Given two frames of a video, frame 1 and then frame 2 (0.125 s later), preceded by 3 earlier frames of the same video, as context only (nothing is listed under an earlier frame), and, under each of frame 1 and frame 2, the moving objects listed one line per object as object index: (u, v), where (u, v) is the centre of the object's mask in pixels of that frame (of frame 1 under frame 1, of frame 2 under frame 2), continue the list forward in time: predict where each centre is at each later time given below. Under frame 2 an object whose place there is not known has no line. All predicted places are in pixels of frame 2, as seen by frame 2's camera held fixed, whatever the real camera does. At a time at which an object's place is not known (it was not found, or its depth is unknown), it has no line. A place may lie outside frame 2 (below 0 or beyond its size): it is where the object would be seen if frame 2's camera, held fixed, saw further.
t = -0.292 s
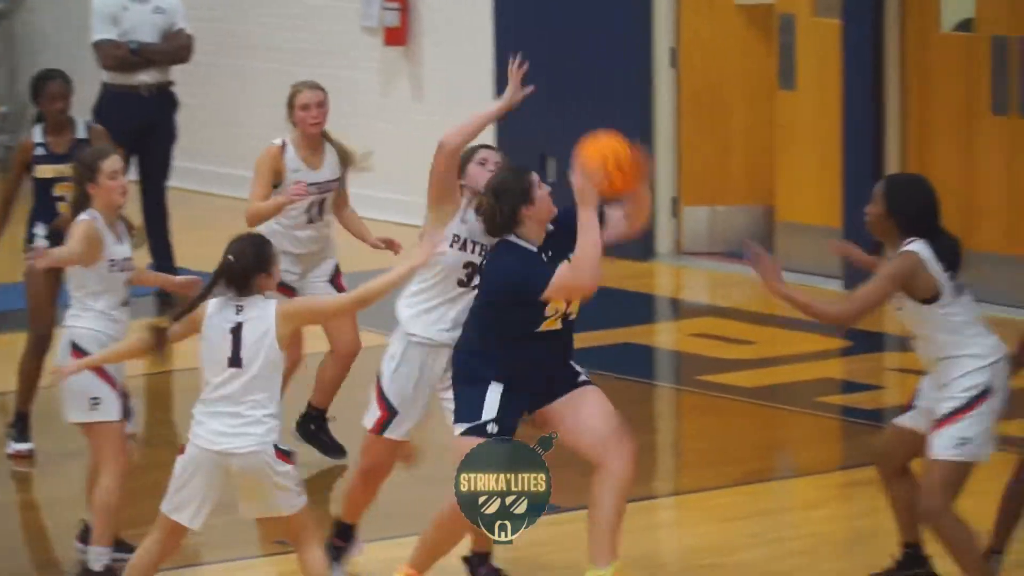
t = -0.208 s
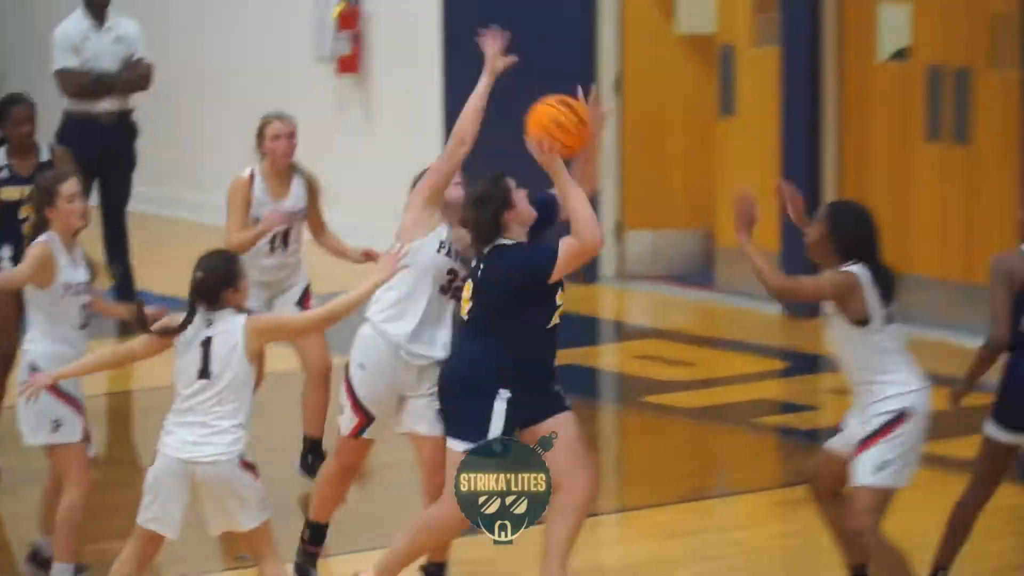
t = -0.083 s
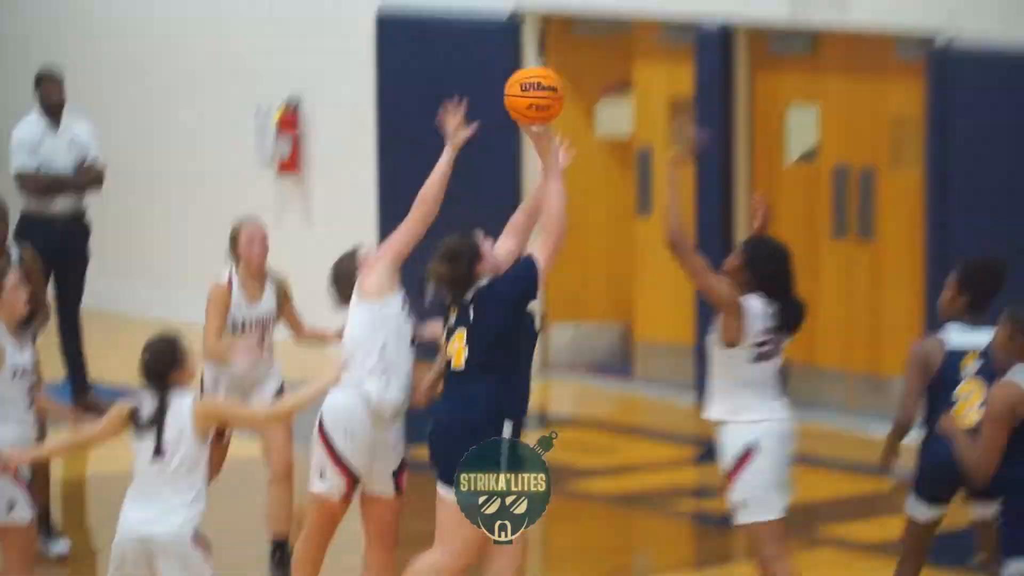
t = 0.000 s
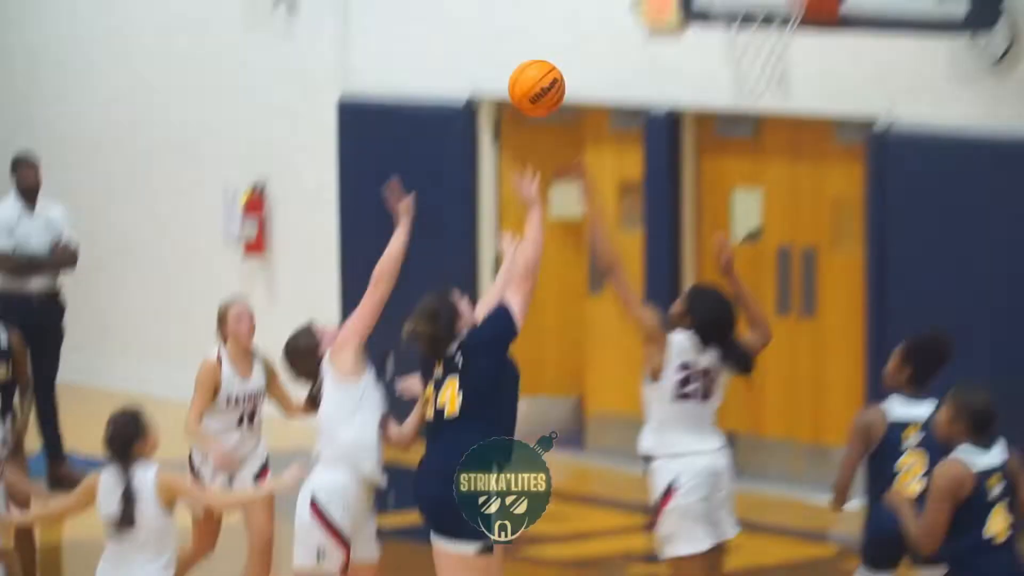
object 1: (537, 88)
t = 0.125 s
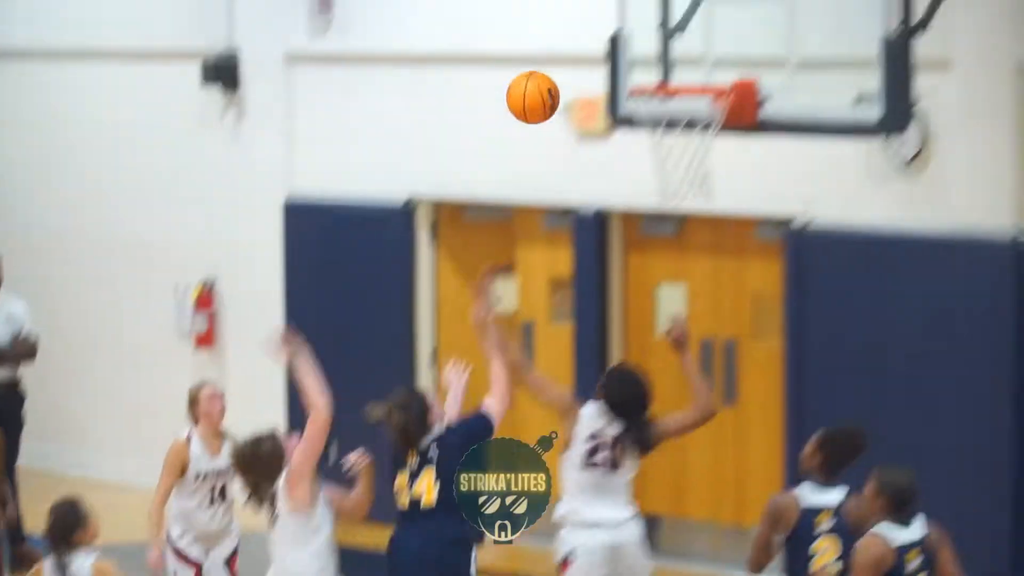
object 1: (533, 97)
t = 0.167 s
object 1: (559, 68)
